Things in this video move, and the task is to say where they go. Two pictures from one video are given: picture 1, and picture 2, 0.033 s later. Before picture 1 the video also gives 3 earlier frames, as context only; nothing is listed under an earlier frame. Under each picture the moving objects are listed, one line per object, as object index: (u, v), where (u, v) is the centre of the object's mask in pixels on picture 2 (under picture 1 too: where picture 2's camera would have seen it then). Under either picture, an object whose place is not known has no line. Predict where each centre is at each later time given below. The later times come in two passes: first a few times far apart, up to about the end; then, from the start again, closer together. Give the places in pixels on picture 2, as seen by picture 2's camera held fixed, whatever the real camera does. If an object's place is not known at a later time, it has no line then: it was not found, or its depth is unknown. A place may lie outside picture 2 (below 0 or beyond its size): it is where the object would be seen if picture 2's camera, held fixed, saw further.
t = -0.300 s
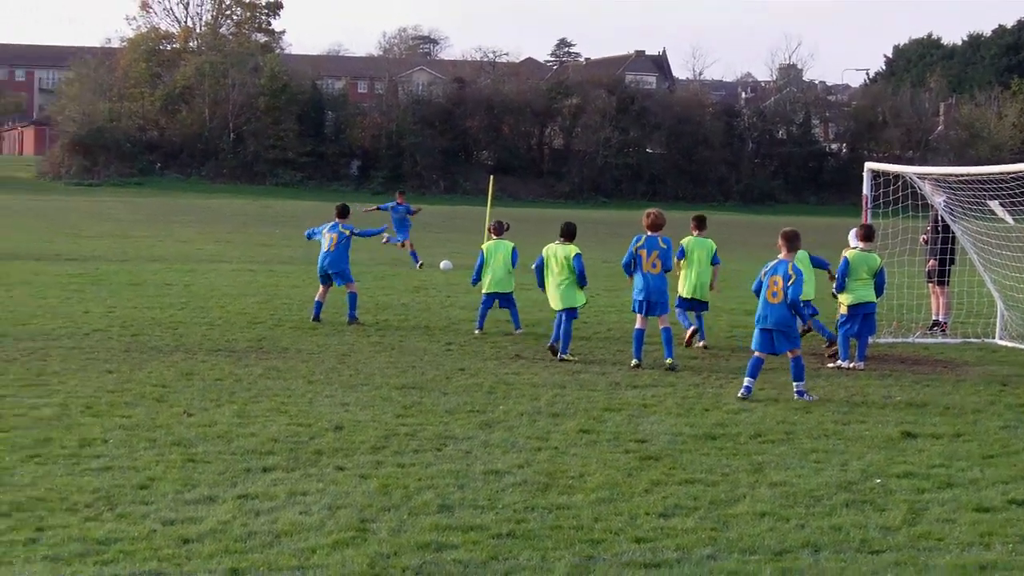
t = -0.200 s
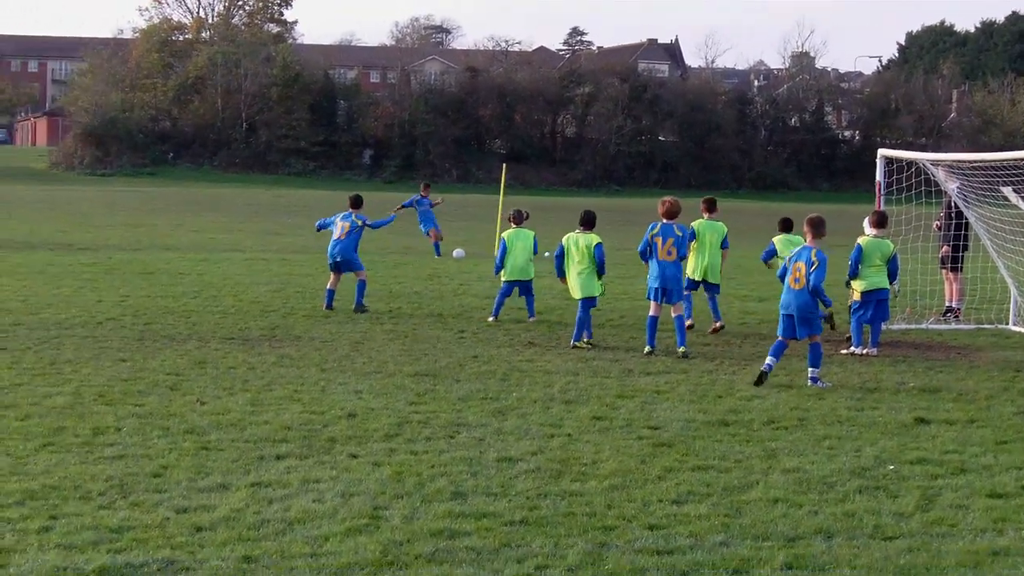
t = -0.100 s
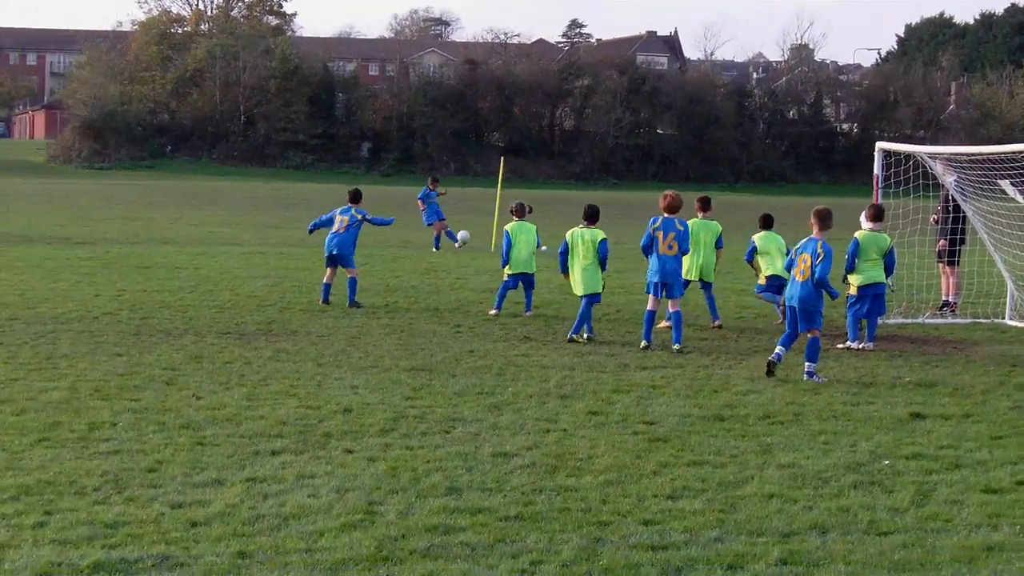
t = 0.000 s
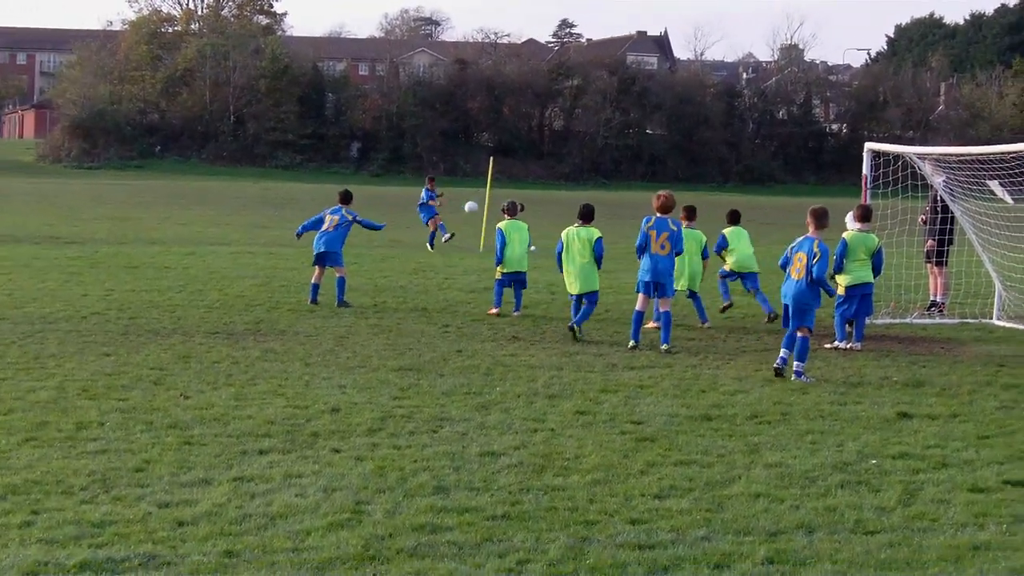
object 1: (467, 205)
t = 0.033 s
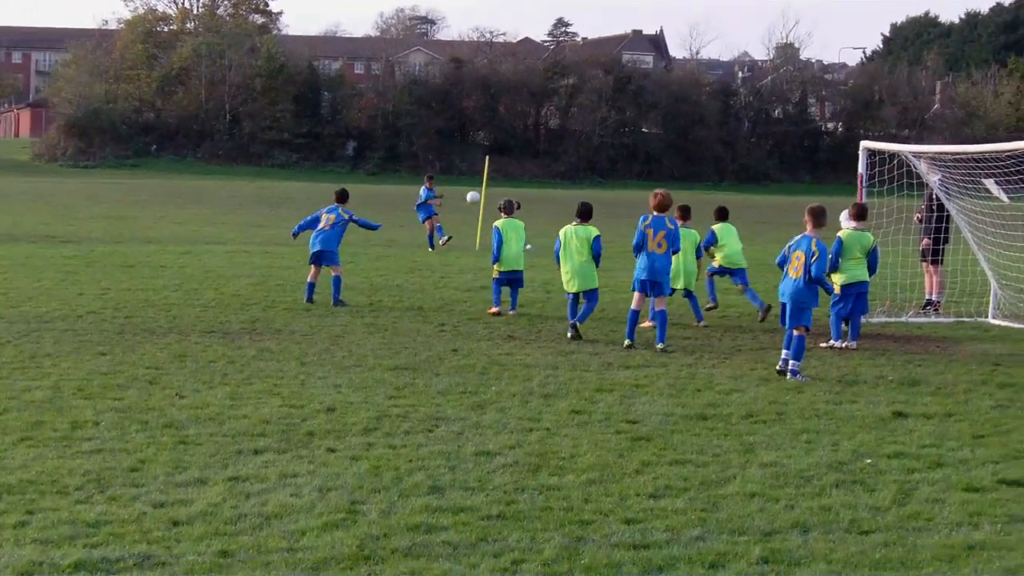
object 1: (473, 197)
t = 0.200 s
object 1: (500, 159)
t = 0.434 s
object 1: (534, 127)
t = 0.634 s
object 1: (563, 124)
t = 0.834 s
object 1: (586, 149)
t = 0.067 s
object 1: (478, 189)
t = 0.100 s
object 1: (484, 180)
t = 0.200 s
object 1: (500, 159)
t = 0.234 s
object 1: (505, 153)
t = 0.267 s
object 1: (510, 147)
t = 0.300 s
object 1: (515, 142)
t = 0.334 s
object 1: (520, 138)
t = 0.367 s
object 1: (525, 133)
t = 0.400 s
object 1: (530, 130)
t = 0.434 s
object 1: (534, 127)
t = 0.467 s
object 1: (539, 125)
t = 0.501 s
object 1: (544, 123)
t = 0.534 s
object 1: (549, 122)
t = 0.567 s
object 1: (553, 122)
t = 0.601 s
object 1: (558, 122)
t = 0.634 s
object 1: (563, 124)
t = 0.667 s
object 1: (567, 126)
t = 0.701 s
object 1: (571, 128)
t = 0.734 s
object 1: (575, 133)
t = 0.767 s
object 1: (578, 137)
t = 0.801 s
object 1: (582, 143)
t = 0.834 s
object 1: (586, 149)
